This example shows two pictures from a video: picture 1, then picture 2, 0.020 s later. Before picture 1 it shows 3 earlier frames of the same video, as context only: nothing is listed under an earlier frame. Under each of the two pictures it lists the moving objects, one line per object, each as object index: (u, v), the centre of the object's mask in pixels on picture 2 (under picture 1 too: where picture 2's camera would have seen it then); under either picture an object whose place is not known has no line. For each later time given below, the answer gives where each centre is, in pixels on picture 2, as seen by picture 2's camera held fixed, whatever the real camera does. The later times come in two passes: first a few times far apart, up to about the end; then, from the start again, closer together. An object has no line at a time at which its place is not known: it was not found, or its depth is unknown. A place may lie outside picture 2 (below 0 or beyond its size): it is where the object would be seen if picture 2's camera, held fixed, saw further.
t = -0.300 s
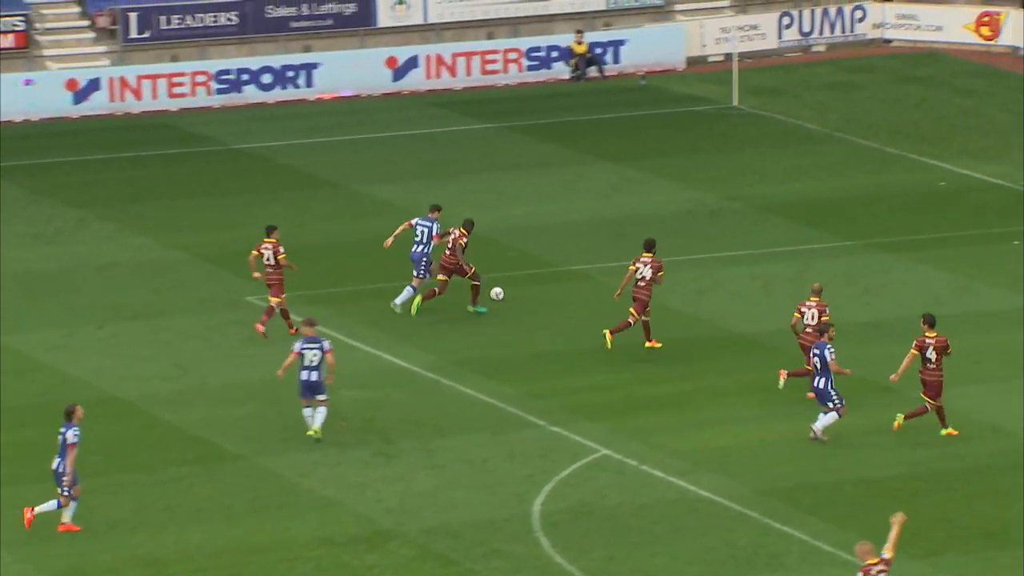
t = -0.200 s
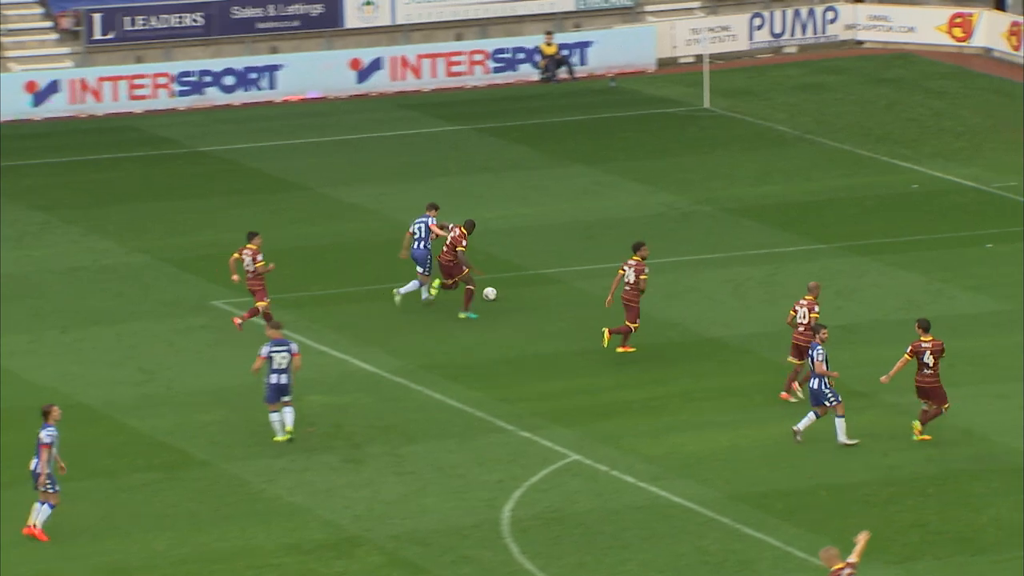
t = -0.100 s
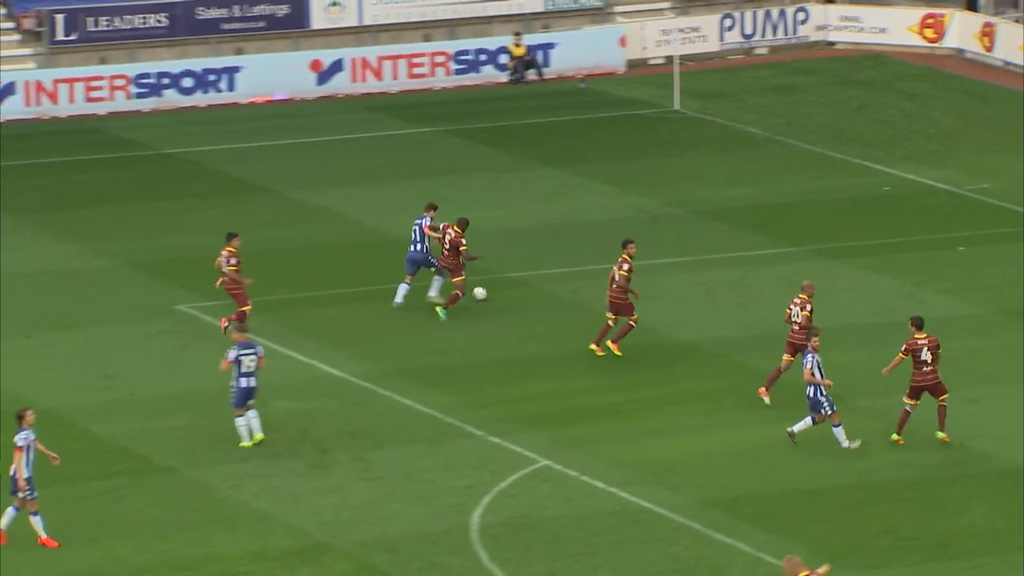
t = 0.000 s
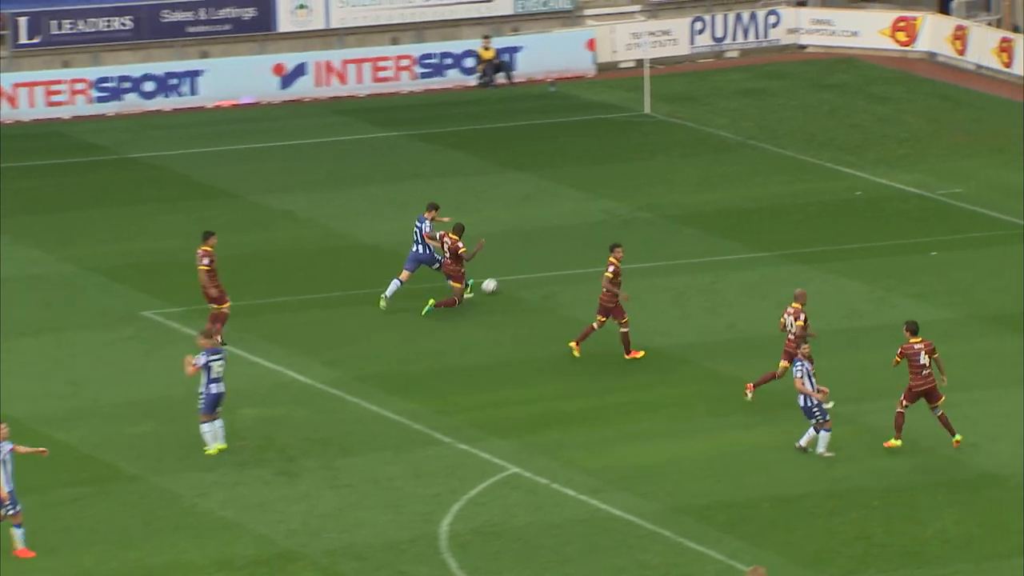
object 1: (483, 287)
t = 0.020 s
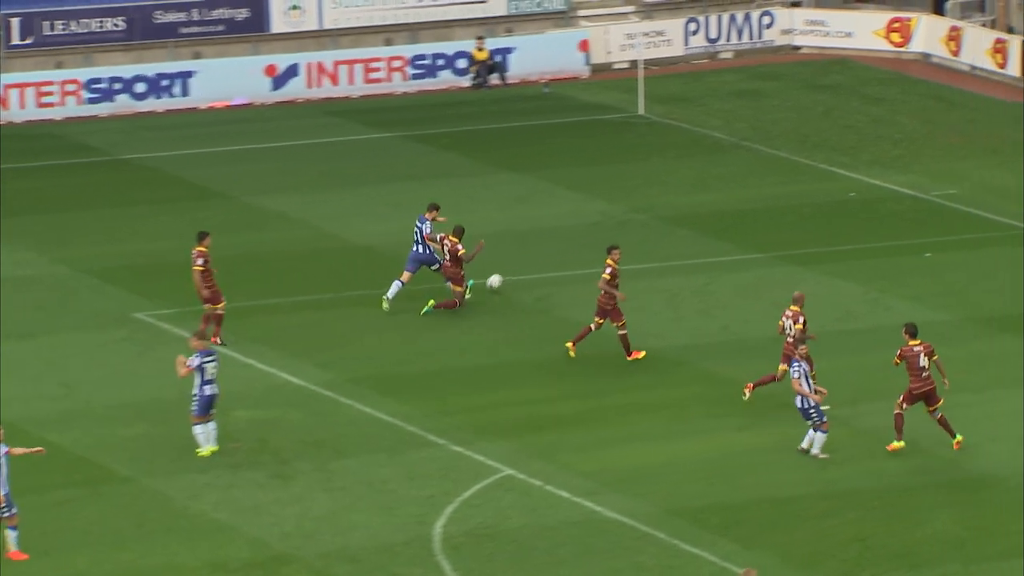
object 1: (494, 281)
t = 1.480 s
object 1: (1021, 145)
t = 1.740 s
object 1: (1092, 132)
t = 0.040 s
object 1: (505, 277)
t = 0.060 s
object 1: (516, 272)
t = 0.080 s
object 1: (526, 269)
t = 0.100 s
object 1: (537, 265)
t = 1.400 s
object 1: (999, 146)
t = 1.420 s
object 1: (1005, 145)
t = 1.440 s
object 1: (1010, 145)
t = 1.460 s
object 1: (1016, 144)
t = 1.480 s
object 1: (1021, 145)
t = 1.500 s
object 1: (1027, 144)
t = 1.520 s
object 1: (1032, 144)
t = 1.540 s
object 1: (1038, 142)
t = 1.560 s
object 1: (1043, 140)
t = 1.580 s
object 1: (1048, 138)
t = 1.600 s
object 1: (1054, 137)
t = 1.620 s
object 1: (1059, 136)
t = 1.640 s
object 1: (1065, 136)
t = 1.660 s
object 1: (1070, 135)
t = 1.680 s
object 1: (1076, 134)
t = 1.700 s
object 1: (1081, 134)
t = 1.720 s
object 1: (1087, 133)
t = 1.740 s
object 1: (1092, 132)
